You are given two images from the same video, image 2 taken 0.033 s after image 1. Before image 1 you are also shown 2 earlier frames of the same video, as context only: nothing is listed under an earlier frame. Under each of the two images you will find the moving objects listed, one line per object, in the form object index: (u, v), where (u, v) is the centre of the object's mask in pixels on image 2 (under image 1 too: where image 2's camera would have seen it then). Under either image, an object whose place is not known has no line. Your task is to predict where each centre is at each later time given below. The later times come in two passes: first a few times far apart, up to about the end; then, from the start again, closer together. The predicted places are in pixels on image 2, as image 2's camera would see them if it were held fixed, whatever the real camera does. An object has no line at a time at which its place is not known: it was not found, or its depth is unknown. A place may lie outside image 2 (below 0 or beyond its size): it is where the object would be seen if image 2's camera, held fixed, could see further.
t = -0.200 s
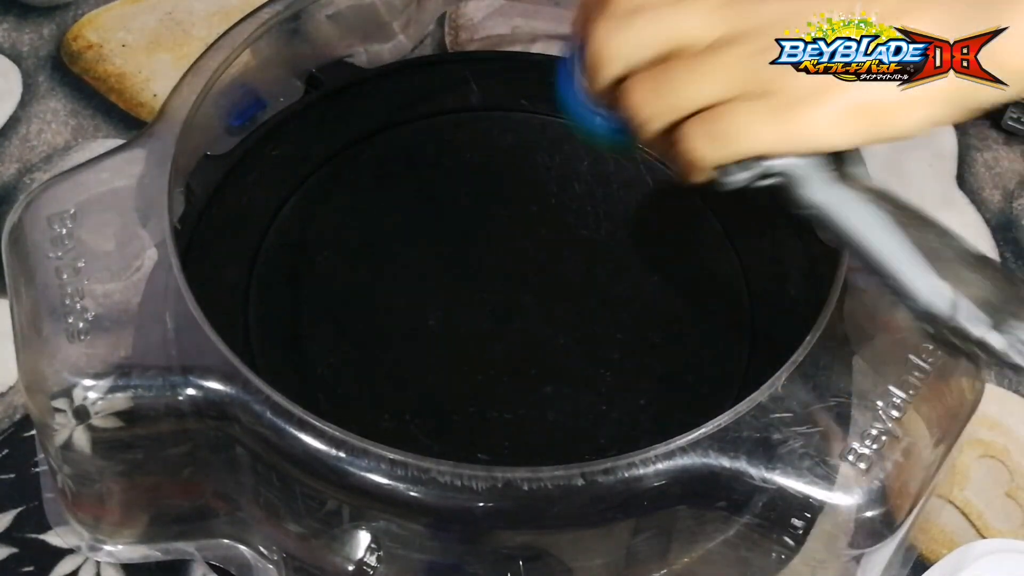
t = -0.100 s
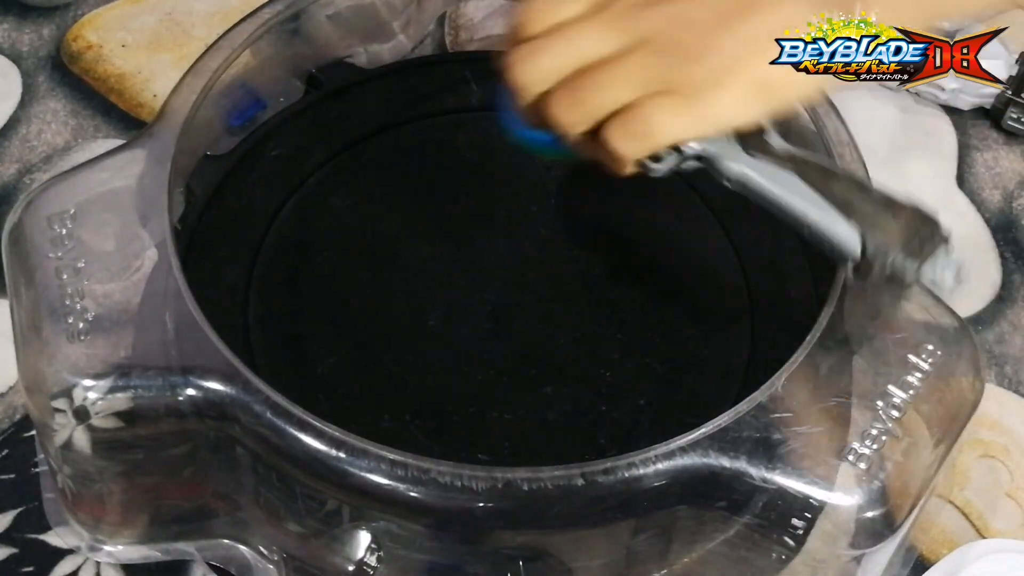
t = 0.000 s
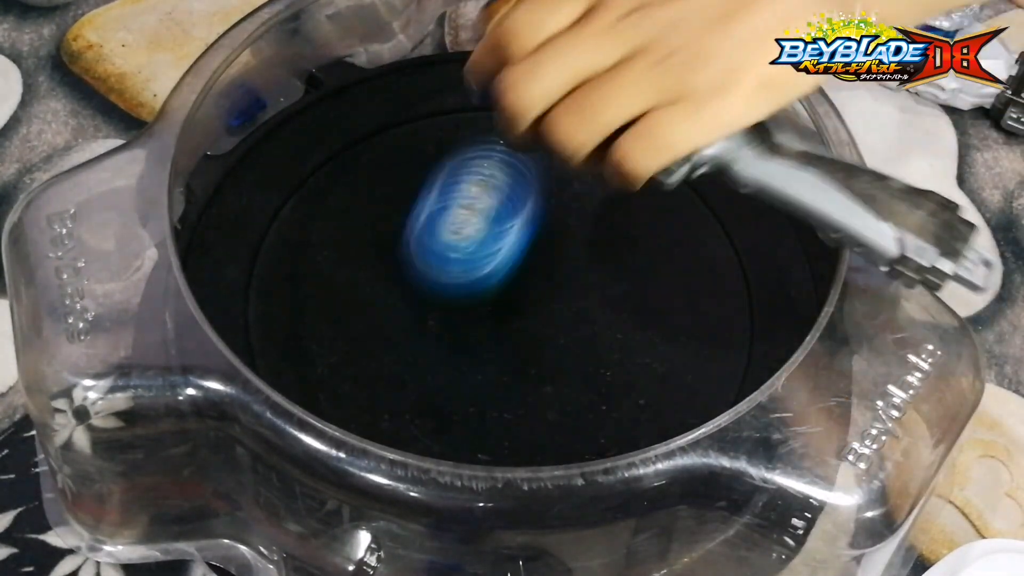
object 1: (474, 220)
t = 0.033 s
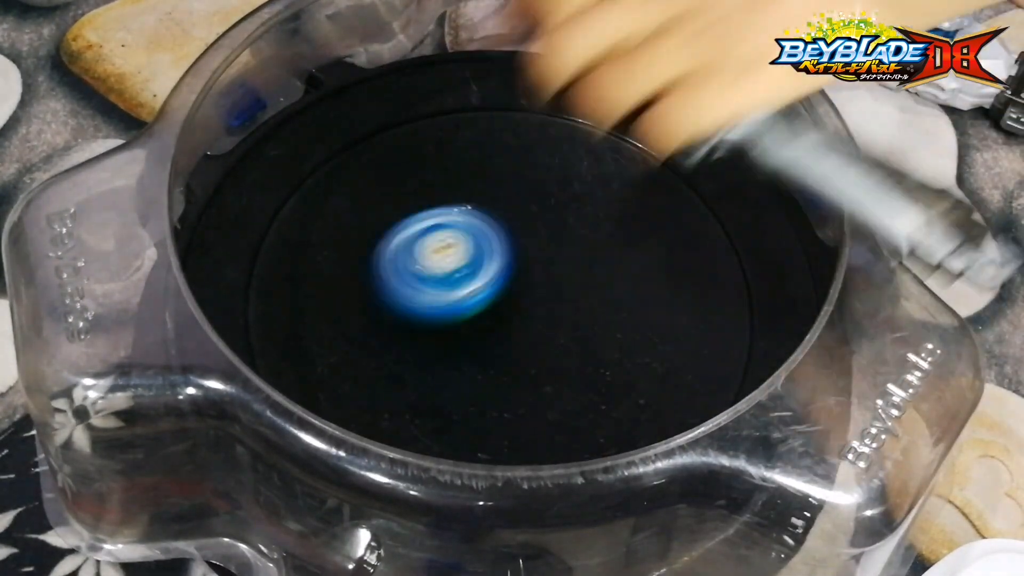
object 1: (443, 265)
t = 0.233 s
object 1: (346, 472)
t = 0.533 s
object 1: (688, 190)
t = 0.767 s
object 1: (470, 37)
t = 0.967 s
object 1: (381, 210)
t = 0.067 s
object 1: (414, 285)
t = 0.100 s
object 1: (382, 324)
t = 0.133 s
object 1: (361, 364)
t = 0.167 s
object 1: (335, 416)
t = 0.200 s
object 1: (328, 448)
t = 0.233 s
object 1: (346, 472)
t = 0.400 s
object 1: (596, 387)
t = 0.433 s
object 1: (639, 345)
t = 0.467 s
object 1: (673, 295)
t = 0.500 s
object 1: (695, 242)
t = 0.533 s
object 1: (688, 190)
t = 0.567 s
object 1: (670, 153)
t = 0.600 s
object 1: (650, 114)
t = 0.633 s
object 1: (625, 79)
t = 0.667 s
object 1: (596, 50)
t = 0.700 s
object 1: (555, 38)
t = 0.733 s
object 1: (510, 38)
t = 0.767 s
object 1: (470, 37)
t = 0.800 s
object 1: (455, 52)
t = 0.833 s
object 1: (445, 68)
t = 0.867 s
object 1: (434, 96)
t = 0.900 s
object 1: (418, 126)
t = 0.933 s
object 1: (399, 167)
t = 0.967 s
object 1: (381, 210)
